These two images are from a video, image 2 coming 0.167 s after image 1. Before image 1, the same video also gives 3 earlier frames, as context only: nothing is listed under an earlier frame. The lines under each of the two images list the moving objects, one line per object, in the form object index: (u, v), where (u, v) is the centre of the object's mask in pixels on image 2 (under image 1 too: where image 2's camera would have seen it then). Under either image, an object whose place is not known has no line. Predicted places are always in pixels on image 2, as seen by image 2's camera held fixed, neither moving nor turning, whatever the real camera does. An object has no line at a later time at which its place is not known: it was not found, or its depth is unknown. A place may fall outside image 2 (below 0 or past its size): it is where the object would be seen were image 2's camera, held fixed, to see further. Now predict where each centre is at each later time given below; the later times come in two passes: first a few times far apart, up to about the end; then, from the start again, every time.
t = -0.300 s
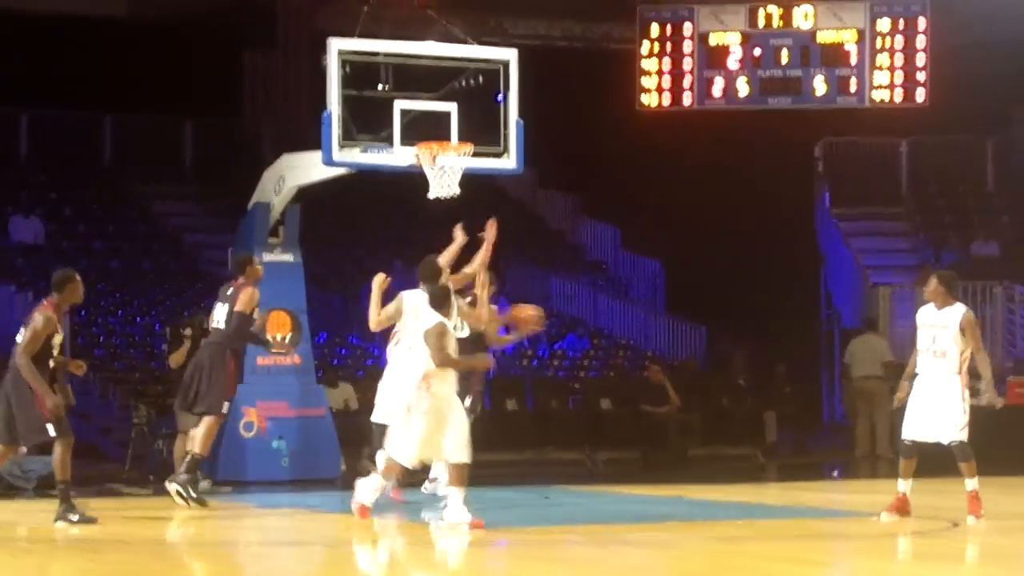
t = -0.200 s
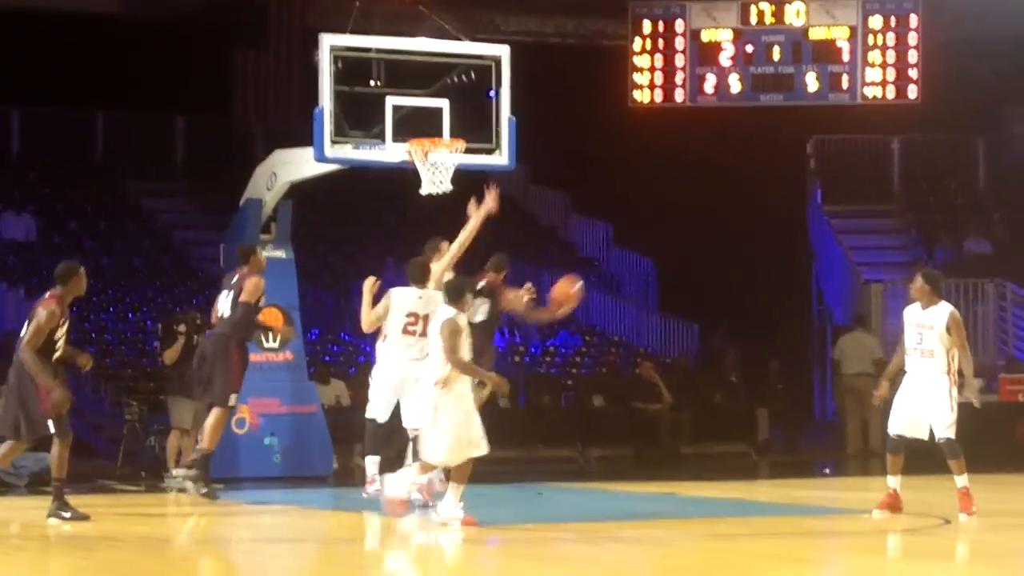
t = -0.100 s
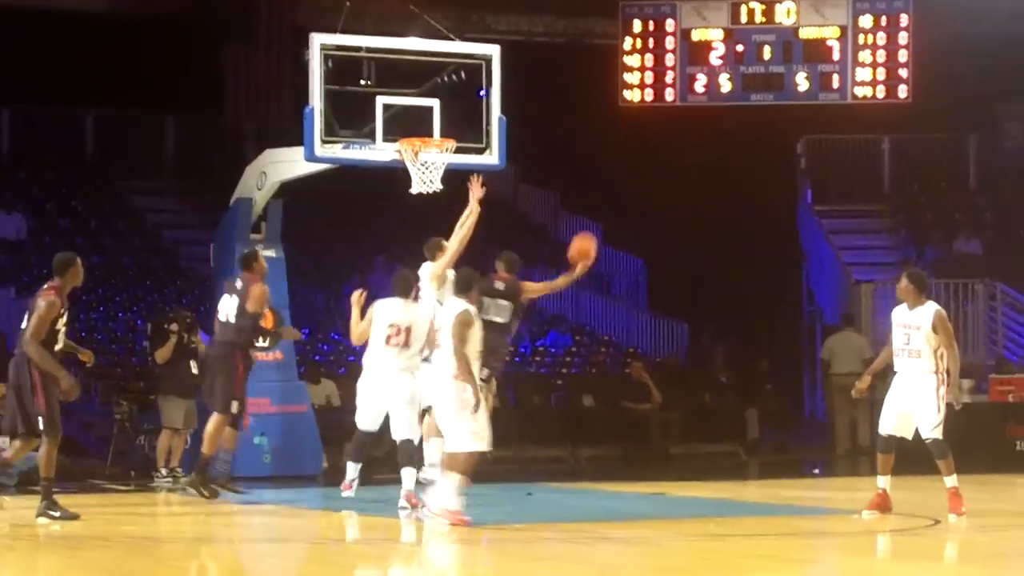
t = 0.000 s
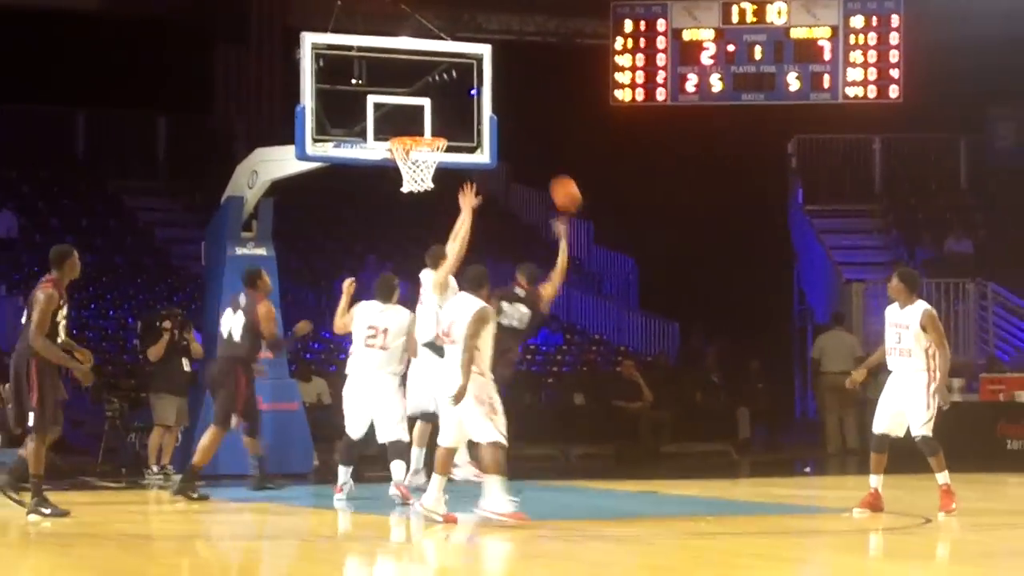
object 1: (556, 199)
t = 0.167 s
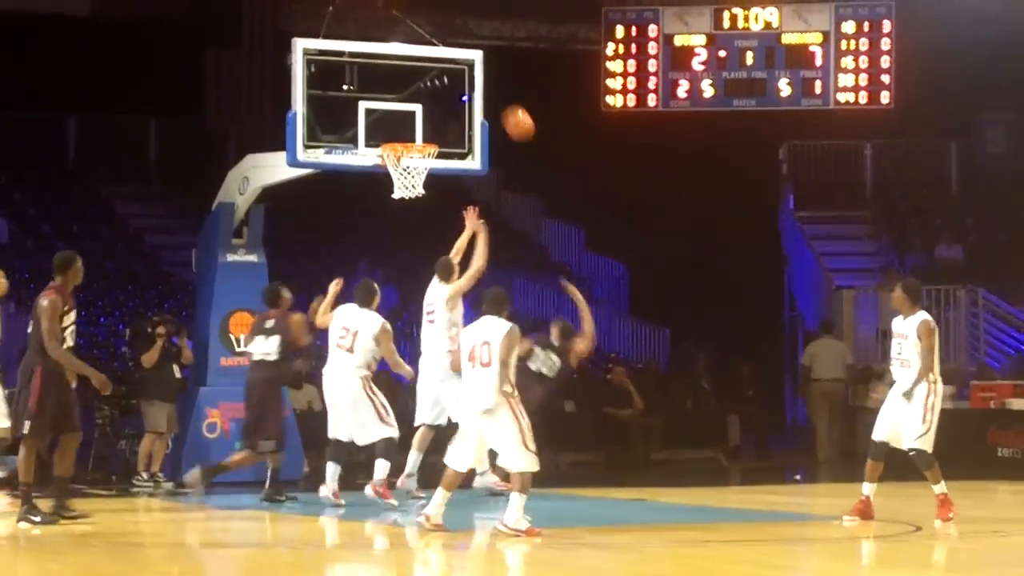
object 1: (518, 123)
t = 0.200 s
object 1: (511, 112)
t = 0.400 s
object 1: (463, 67)
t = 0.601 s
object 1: (420, 66)
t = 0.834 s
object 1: (417, 105)
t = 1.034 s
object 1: (415, 194)
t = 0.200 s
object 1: (511, 112)
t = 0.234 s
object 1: (503, 101)
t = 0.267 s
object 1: (496, 93)
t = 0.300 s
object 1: (490, 85)
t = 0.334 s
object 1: (482, 78)
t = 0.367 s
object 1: (472, 71)
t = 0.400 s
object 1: (463, 67)
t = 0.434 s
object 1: (457, 64)
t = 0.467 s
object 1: (448, 62)
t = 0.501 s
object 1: (441, 61)
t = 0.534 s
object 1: (433, 61)
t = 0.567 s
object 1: (425, 63)
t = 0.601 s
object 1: (420, 66)
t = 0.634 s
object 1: (418, 68)
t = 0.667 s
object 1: (418, 71)
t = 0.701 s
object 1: (418, 75)
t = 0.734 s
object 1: (418, 81)
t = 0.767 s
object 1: (418, 88)
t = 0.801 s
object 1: (418, 95)
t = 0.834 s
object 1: (417, 105)
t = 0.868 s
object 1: (417, 117)
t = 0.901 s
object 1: (415, 129)
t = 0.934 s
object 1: (416, 140)
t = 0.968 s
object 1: (415, 158)
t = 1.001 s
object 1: (418, 174)
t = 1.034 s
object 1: (415, 194)
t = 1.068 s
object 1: (411, 197)
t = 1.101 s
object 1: (411, 201)
